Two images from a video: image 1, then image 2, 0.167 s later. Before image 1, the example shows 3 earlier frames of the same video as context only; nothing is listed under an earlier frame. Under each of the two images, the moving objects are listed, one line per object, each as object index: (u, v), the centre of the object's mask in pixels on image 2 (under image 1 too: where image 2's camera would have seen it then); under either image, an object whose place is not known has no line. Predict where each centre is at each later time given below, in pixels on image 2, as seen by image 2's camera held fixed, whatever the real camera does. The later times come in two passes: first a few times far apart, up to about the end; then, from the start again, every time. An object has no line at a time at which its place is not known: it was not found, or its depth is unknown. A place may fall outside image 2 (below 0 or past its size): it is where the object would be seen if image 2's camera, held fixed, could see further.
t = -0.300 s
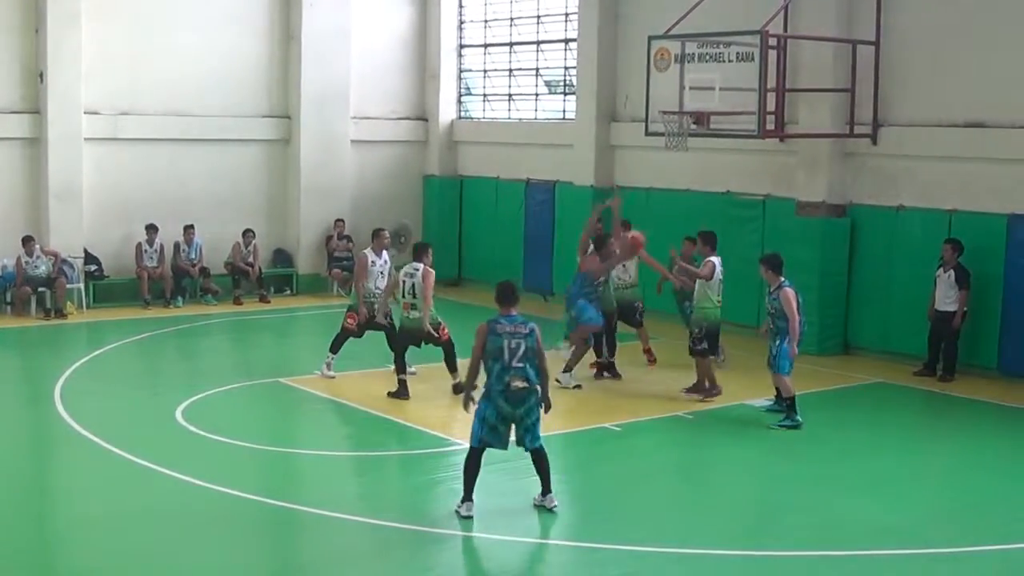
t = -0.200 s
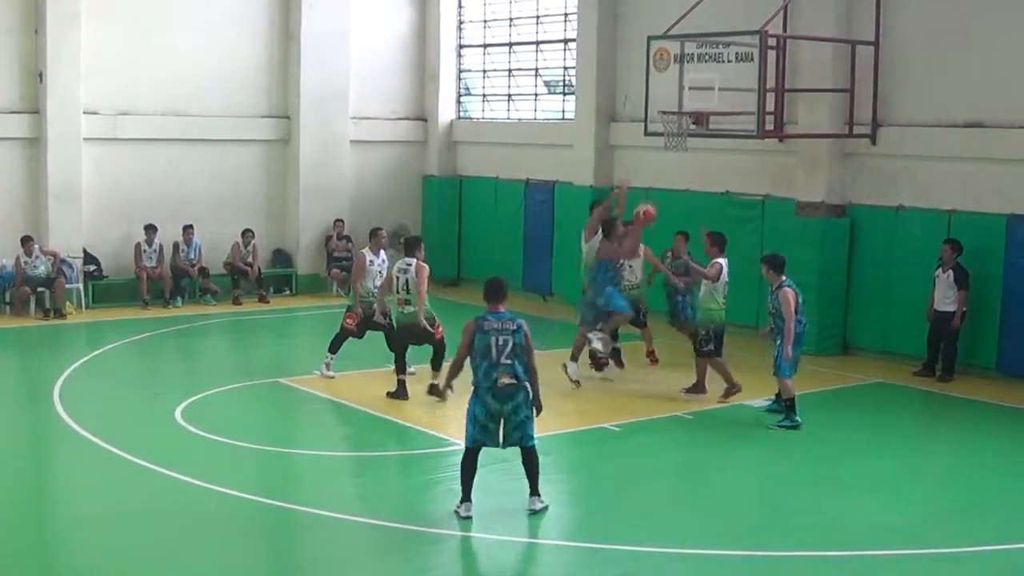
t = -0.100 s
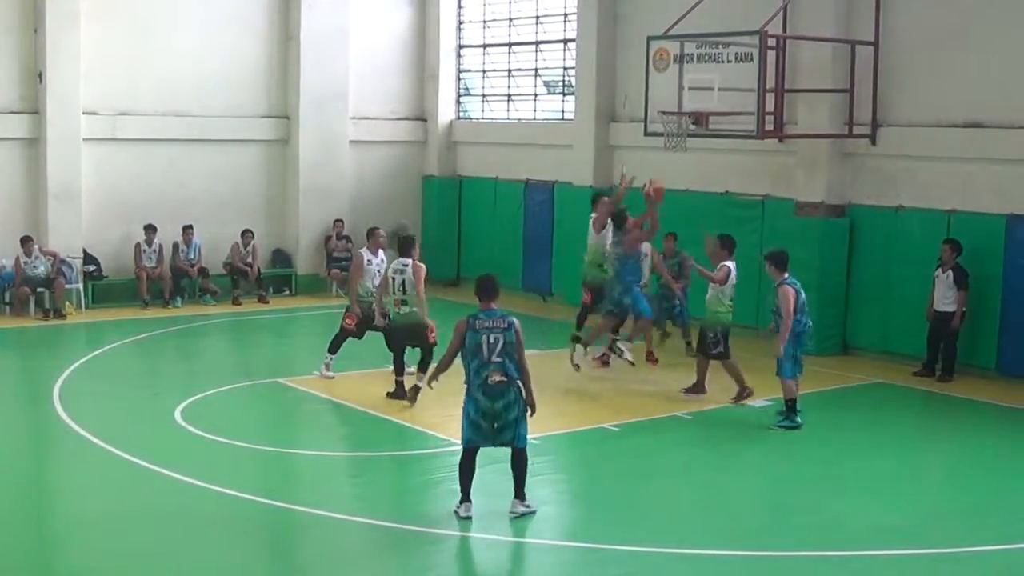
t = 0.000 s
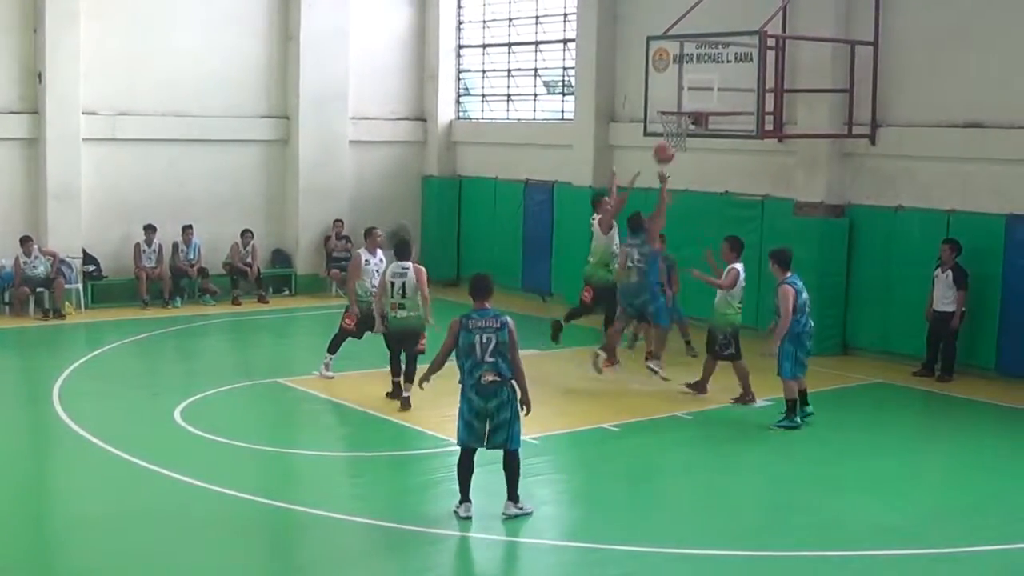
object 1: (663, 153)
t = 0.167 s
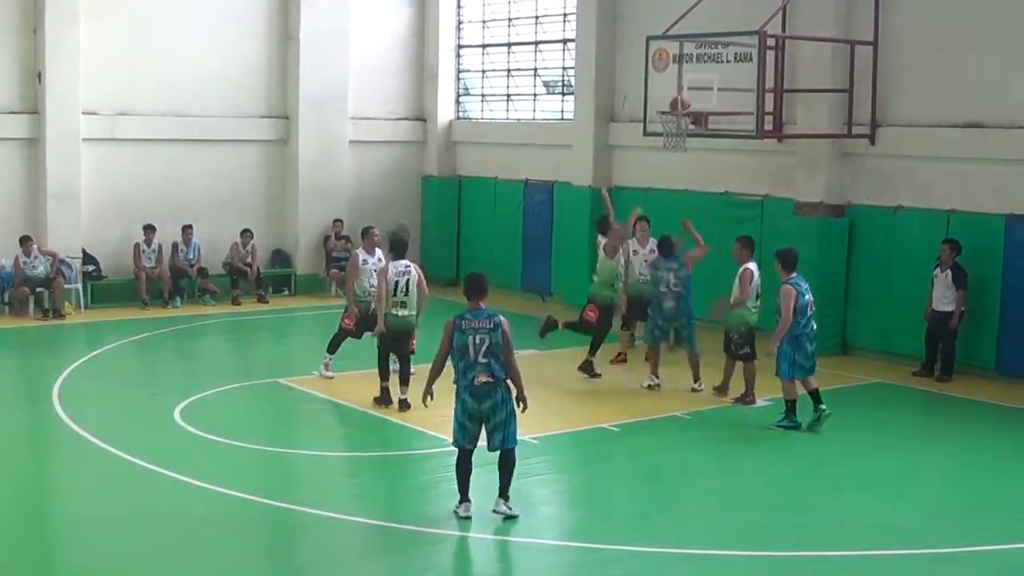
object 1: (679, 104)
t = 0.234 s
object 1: (687, 95)
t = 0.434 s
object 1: (704, 86)
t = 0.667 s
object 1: (683, 98)
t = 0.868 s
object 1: (649, 107)
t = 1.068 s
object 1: (613, 149)
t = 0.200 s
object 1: (683, 100)
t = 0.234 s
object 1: (687, 95)
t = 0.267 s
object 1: (689, 92)
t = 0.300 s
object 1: (693, 89)
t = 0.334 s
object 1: (695, 87)
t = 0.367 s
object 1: (698, 85)
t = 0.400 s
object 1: (701, 85)
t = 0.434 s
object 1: (704, 86)
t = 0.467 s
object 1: (706, 88)
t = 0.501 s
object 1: (709, 91)
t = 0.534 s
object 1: (706, 94)
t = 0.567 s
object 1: (700, 99)
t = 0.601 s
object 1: (694, 101)
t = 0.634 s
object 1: (689, 99)
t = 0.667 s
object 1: (683, 98)
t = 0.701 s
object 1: (678, 97)
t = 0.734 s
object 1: (671, 98)
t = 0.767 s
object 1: (666, 98)
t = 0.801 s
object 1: (660, 101)
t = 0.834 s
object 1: (654, 104)
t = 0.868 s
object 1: (649, 107)
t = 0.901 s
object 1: (643, 112)
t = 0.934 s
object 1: (636, 117)
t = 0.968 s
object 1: (632, 124)
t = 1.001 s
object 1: (626, 131)
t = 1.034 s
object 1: (620, 140)
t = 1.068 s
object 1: (613, 149)
